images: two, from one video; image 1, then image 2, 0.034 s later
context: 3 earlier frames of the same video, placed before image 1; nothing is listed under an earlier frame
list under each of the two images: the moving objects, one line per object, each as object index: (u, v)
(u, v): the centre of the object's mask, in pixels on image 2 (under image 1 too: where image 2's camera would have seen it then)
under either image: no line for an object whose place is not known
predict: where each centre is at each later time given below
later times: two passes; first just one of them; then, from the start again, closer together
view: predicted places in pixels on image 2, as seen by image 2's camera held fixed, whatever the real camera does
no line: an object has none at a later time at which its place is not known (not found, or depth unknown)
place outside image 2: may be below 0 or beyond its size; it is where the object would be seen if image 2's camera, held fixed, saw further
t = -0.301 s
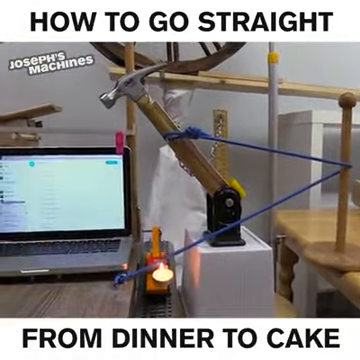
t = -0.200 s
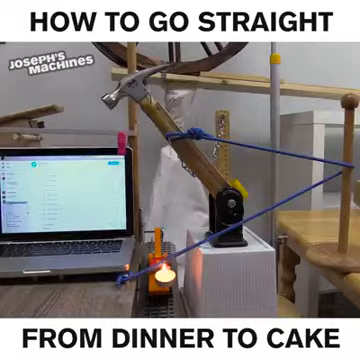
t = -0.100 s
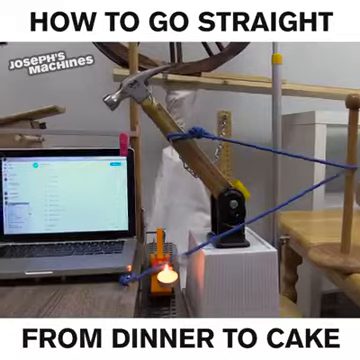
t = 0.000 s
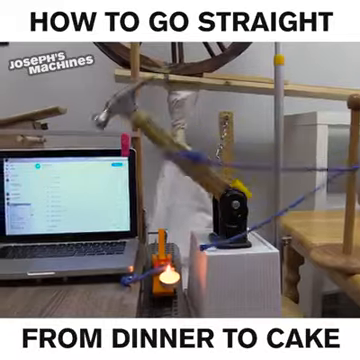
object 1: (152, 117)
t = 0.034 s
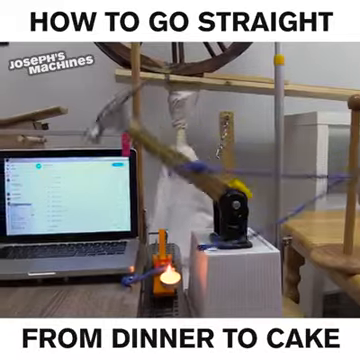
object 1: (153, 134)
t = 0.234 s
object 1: (136, 185)
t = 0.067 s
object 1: (130, 146)
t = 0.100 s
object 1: (128, 167)
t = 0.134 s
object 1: (128, 191)
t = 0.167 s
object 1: (135, 211)
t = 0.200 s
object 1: (129, 200)
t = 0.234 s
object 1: (136, 185)
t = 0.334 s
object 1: (143, 164)
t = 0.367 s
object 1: (139, 161)
